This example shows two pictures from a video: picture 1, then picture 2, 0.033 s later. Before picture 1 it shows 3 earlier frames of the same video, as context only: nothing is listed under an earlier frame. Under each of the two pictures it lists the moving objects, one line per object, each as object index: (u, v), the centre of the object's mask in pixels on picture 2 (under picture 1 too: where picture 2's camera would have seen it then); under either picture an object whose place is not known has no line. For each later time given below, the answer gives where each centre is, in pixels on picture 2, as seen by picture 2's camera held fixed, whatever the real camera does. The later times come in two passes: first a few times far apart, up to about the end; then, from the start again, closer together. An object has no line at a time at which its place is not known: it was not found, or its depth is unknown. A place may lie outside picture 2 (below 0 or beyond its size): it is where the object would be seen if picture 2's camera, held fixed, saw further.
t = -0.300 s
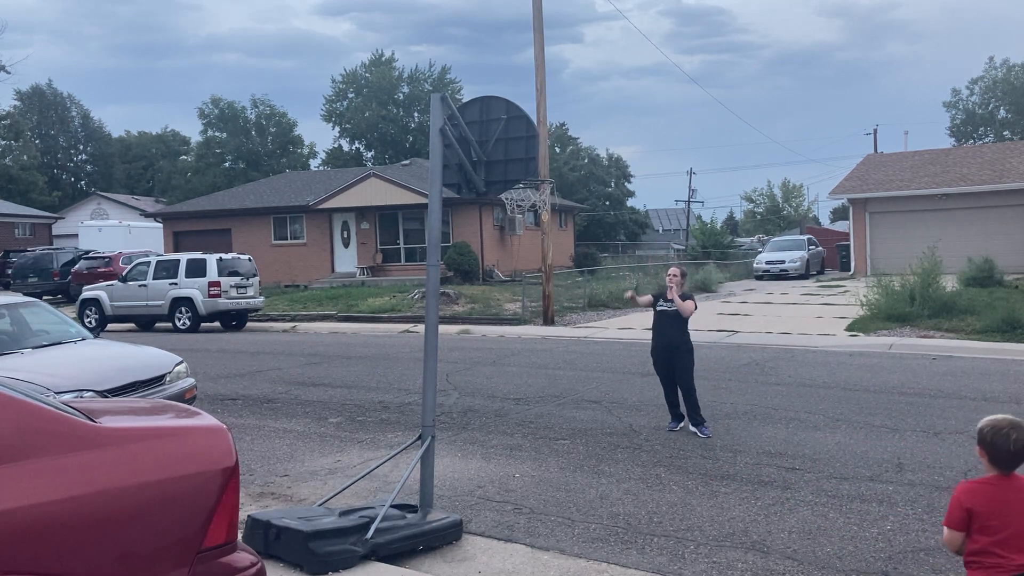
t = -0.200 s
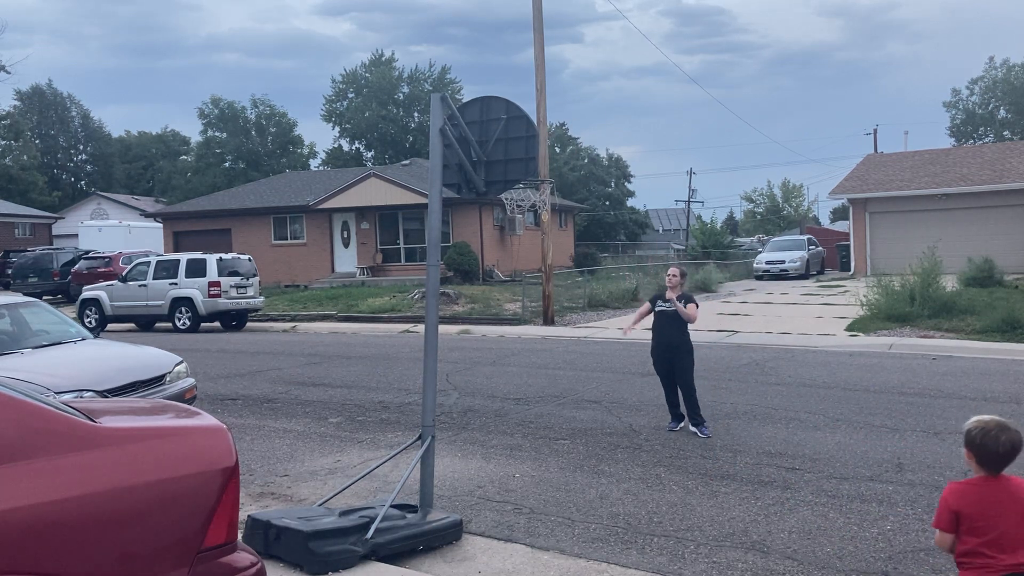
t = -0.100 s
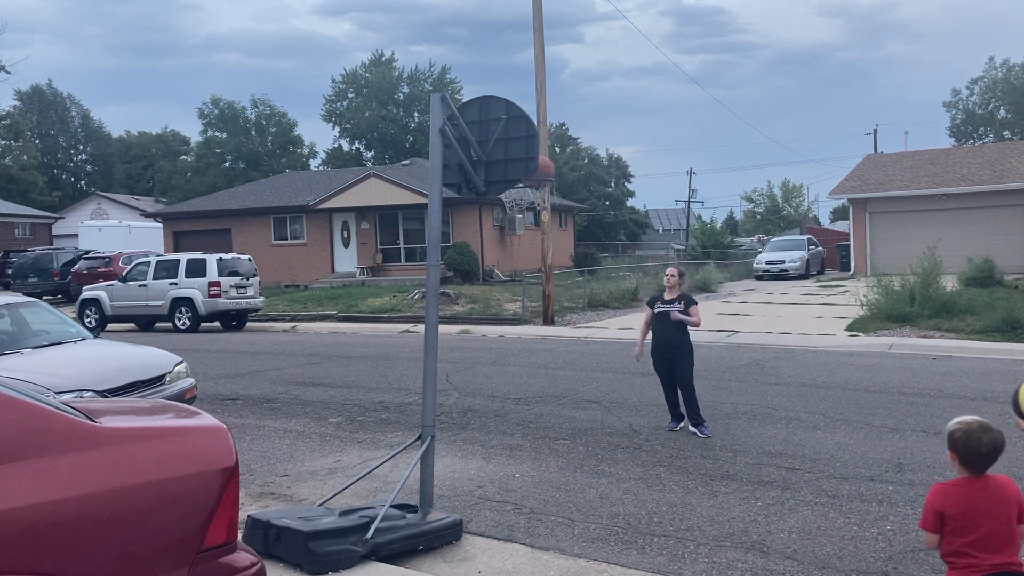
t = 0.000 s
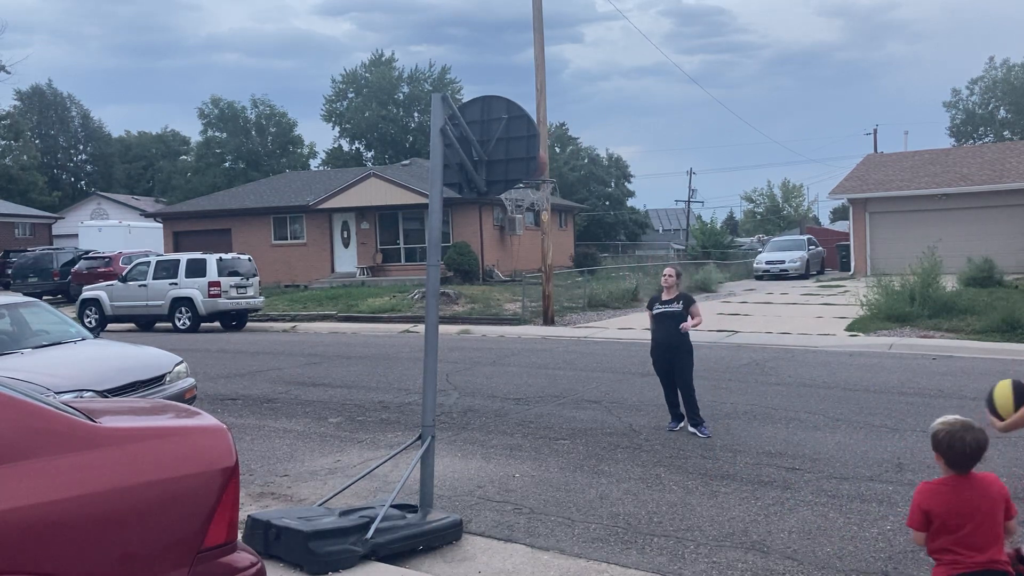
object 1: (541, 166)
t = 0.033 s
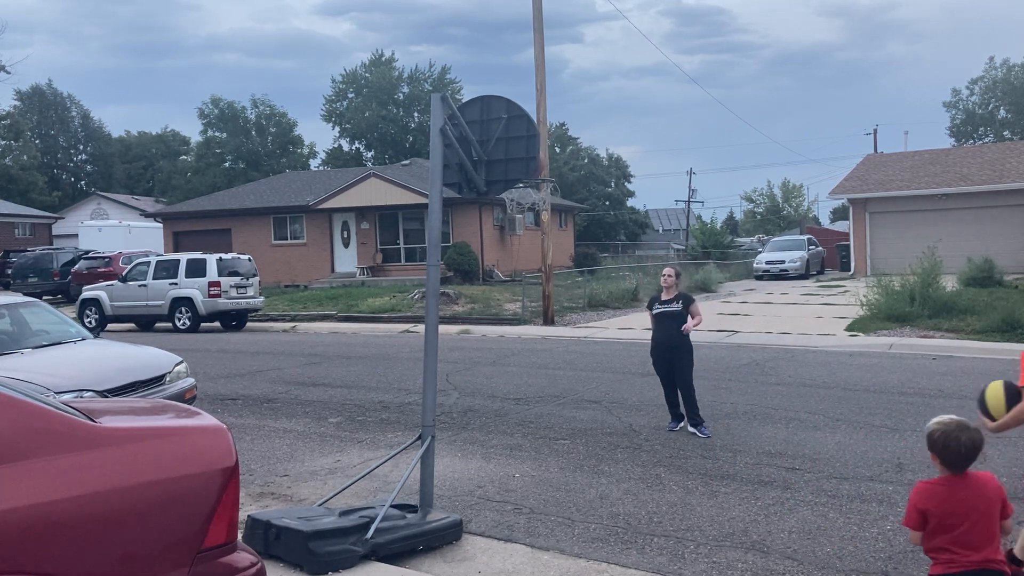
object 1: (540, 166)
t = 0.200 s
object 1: (518, 192)
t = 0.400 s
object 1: (518, 231)
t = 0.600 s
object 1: (534, 315)
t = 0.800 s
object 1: (550, 454)
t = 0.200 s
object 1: (518, 192)
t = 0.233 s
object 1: (514, 198)
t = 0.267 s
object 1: (512, 204)
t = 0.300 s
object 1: (512, 209)
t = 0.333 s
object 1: (513, 214)
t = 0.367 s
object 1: (516, 222)
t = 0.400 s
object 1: (518, 231)
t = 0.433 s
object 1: (521, 242)
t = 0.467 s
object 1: (523, 253)
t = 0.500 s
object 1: (526, 266)
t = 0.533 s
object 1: (528, 281)
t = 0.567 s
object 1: (531, 298)
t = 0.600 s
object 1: (534, 315)
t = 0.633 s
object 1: (536, 335)
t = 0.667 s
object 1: (538, 356)
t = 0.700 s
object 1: (542, 378)
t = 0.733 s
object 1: (545, 401)
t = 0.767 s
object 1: (547, 427)
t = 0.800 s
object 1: (550, 454)
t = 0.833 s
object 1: (553, 466)
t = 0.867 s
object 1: (555, 445)
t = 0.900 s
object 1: (558, 426)
